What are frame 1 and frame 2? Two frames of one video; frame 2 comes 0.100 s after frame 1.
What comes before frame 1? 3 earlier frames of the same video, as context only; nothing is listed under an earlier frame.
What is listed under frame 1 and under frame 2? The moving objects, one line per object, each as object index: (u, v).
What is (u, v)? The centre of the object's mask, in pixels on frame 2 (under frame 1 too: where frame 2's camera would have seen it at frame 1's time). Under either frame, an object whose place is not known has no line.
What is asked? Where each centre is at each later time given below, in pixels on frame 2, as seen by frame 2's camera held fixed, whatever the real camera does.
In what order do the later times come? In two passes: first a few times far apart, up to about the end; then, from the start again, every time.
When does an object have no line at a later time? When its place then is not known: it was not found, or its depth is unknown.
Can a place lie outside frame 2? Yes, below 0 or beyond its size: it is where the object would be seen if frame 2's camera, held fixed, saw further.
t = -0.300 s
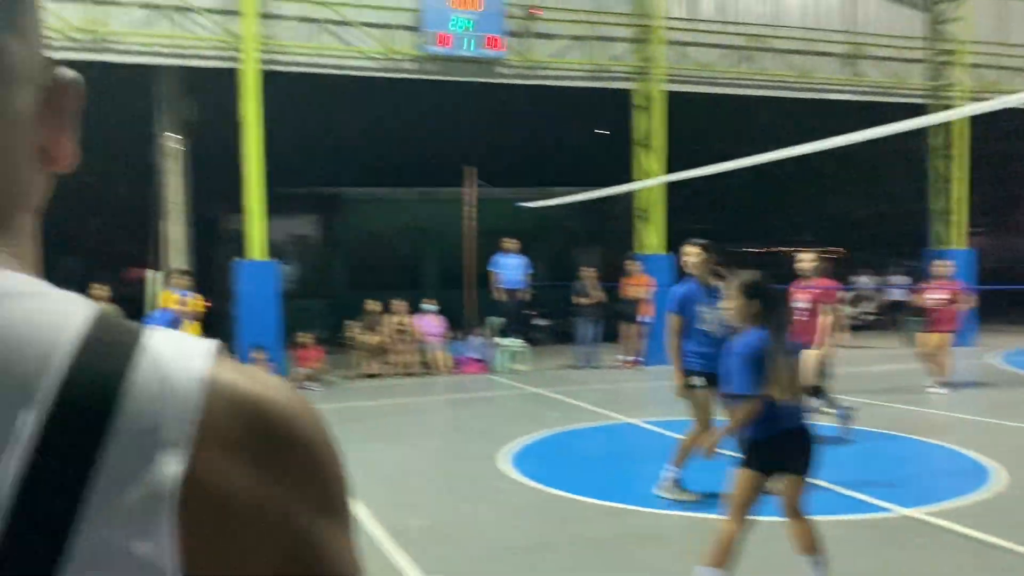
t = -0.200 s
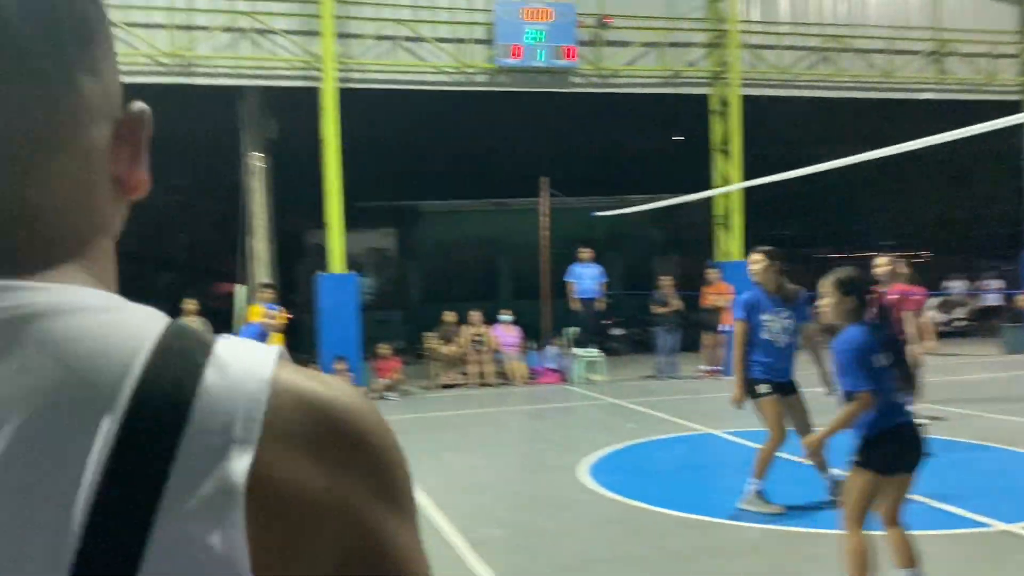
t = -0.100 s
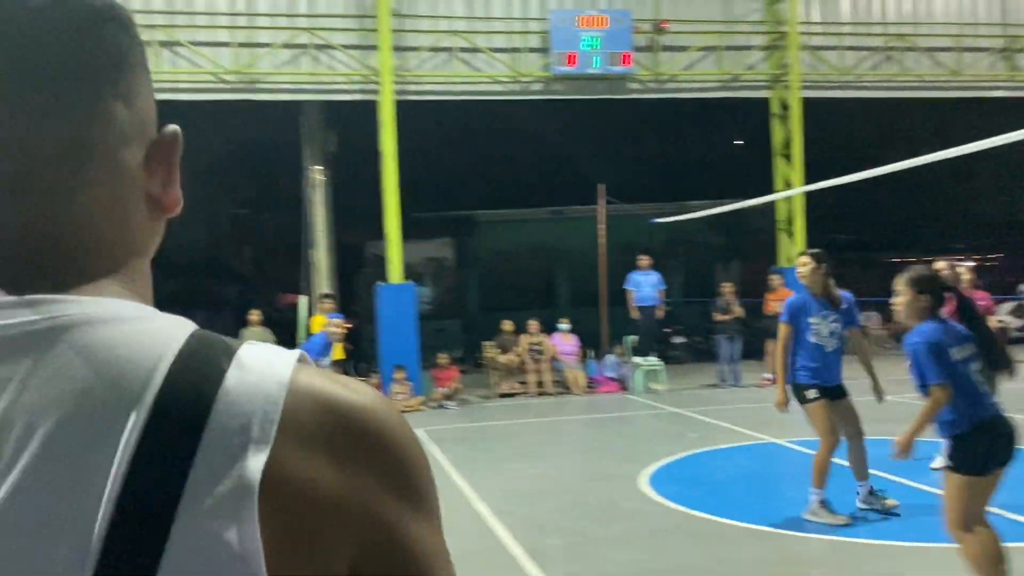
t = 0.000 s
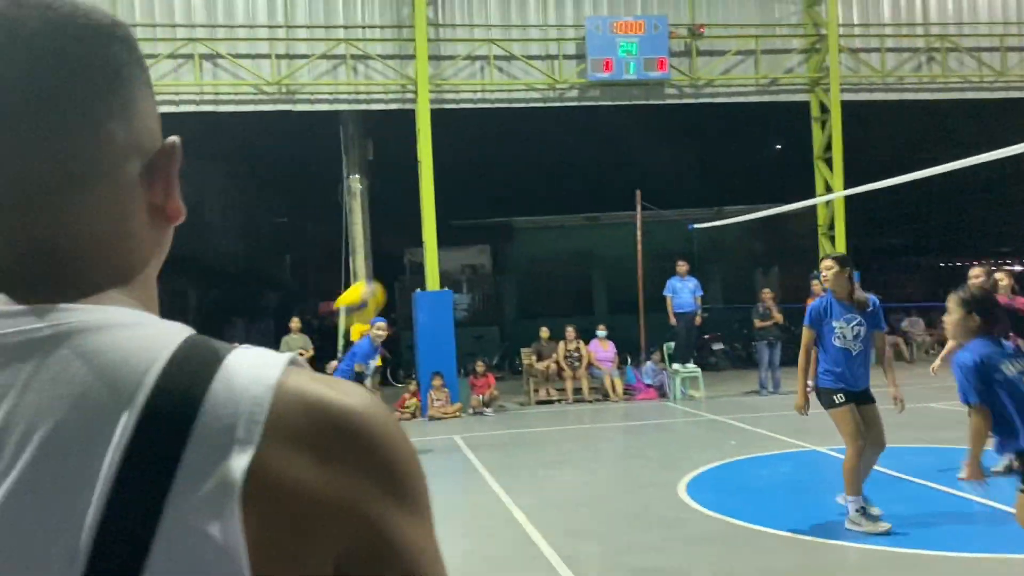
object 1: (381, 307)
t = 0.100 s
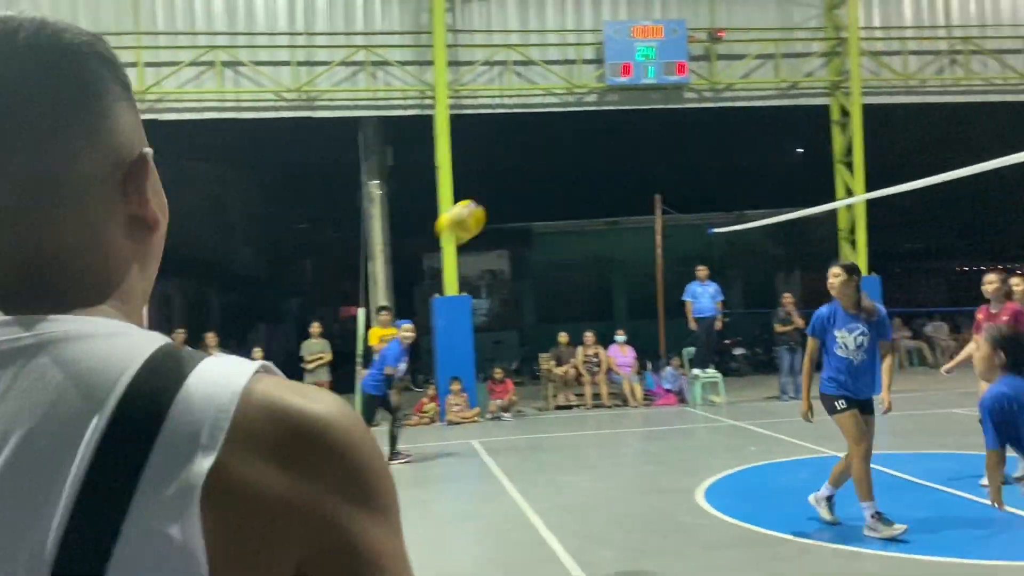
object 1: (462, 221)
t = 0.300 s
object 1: (603, 119)
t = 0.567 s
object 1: (759, 87)
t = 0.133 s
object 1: (486, 200)
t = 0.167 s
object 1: (511, 180)
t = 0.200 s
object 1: (535, 162)
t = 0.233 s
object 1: (559, 145)
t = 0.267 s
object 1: (581, 131)
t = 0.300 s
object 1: (603, 119)
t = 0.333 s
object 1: (624, 109)
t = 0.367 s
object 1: (645, 101)
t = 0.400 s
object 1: (665, 95)
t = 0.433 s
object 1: (685, 89)
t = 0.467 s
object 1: (704, 86)
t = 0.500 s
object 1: (723, 85)
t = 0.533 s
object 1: (741, 86)
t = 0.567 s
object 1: (759, 87)
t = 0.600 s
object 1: (778, 89)
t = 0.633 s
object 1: (796, 94)
